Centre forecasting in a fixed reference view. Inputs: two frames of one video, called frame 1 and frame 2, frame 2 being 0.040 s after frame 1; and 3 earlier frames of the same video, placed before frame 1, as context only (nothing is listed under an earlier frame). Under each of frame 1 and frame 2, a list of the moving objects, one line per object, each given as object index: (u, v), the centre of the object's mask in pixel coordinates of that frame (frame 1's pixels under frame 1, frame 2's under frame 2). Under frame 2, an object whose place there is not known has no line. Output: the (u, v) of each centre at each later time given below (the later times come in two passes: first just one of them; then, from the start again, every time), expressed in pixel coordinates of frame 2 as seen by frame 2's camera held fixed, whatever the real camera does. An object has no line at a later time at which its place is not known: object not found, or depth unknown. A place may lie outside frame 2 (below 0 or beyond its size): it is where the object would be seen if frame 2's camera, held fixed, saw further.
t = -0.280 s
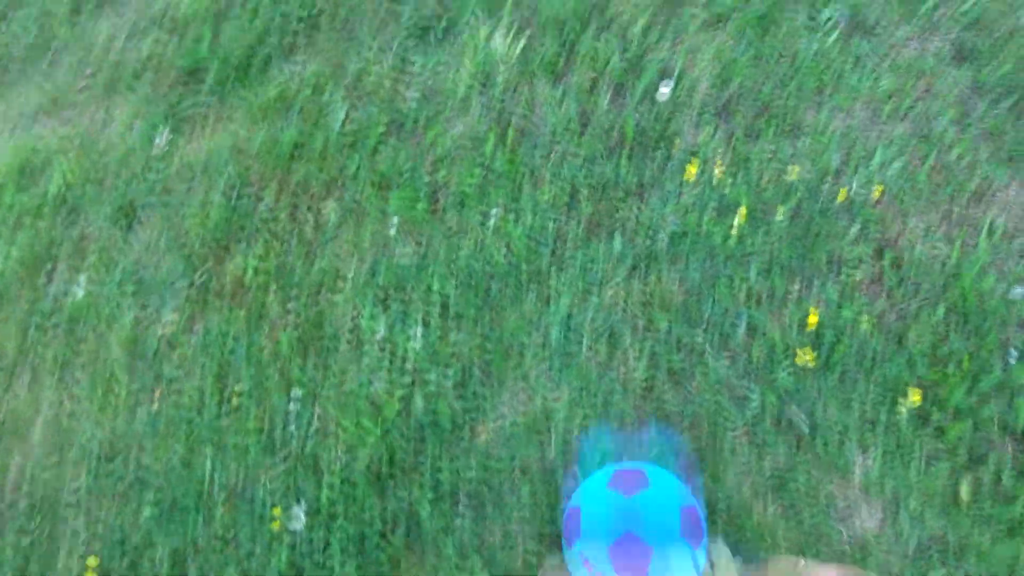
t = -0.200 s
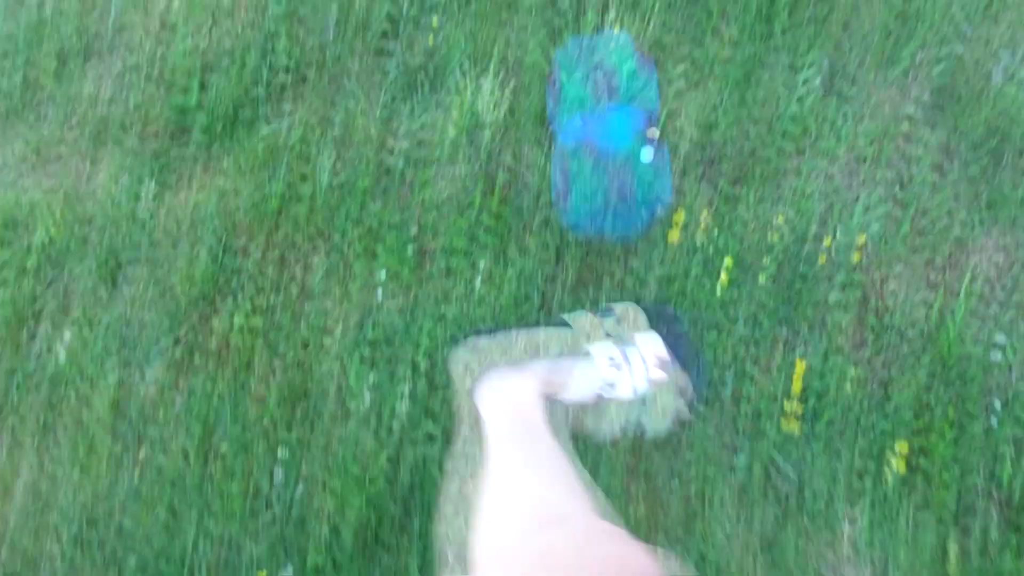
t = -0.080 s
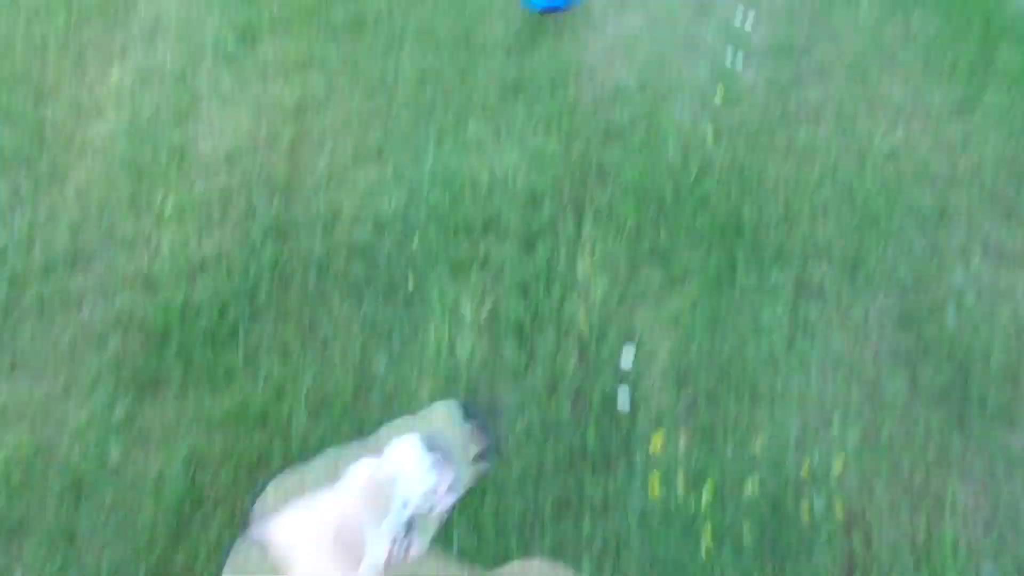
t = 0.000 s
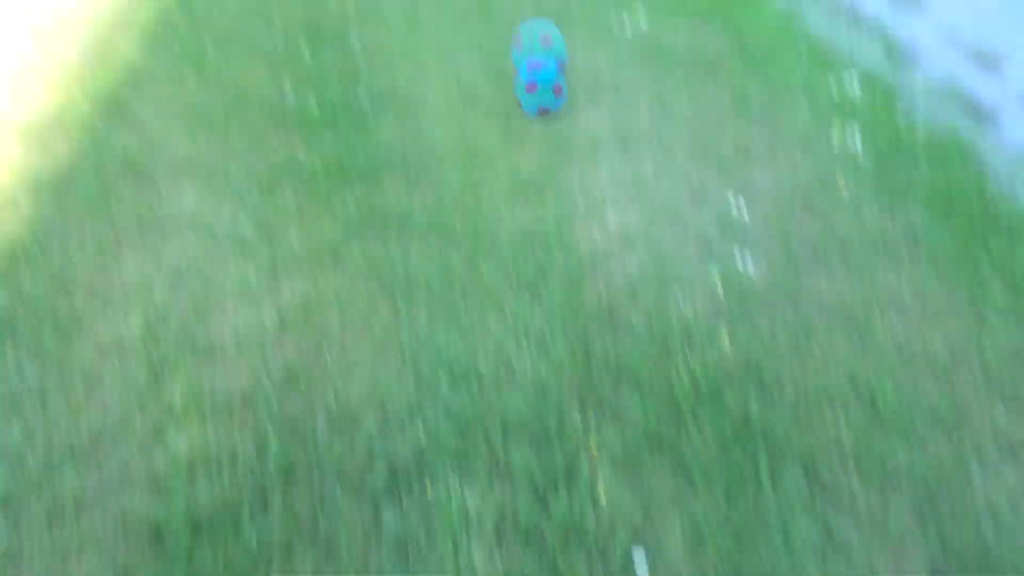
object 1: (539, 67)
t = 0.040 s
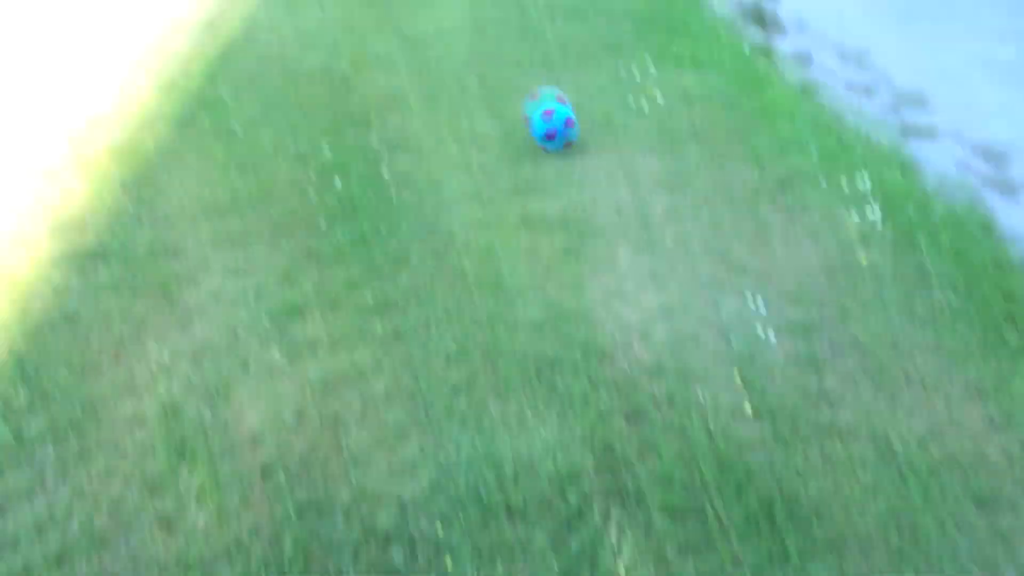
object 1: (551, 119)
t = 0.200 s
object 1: (539, 54)
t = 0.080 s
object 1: (548, 92)
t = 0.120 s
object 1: (545, 72)
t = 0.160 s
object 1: (541, 57)
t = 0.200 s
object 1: (539, 54)
